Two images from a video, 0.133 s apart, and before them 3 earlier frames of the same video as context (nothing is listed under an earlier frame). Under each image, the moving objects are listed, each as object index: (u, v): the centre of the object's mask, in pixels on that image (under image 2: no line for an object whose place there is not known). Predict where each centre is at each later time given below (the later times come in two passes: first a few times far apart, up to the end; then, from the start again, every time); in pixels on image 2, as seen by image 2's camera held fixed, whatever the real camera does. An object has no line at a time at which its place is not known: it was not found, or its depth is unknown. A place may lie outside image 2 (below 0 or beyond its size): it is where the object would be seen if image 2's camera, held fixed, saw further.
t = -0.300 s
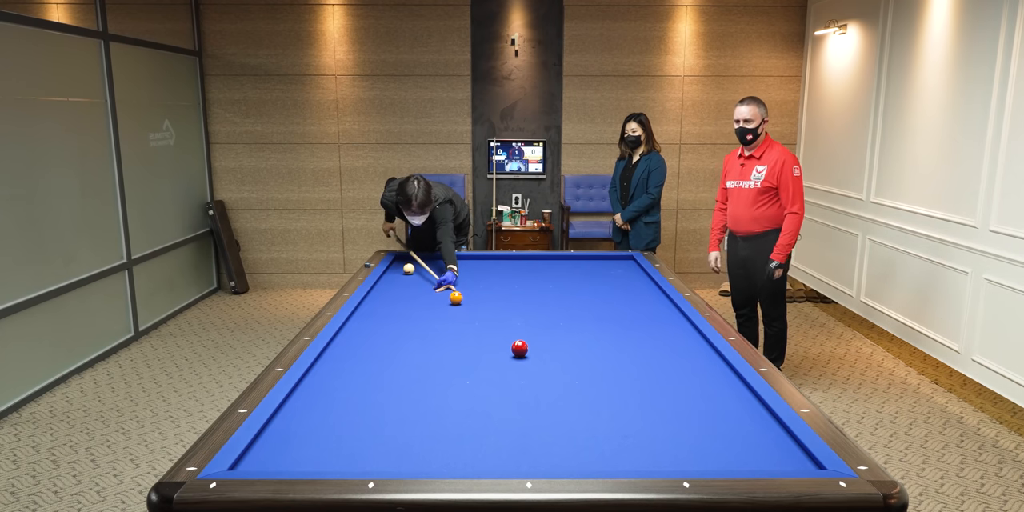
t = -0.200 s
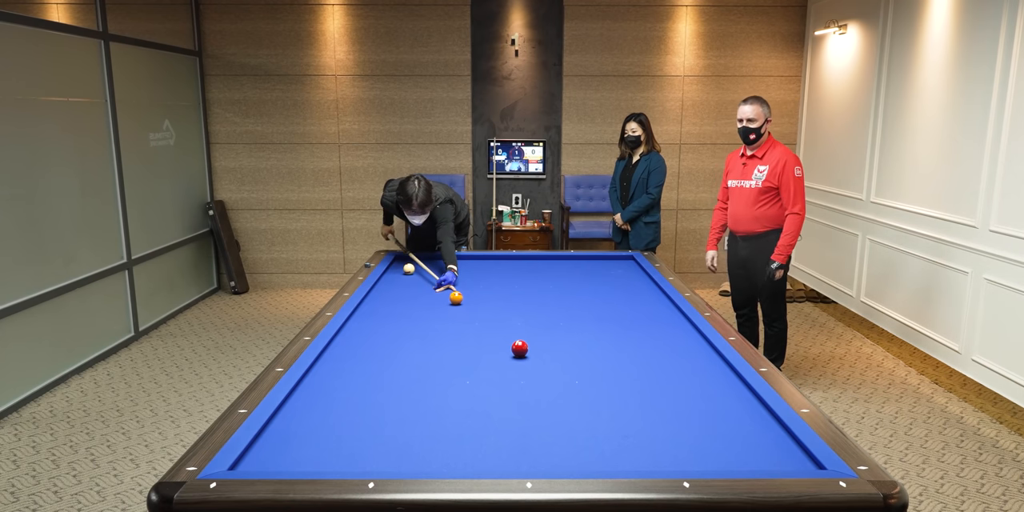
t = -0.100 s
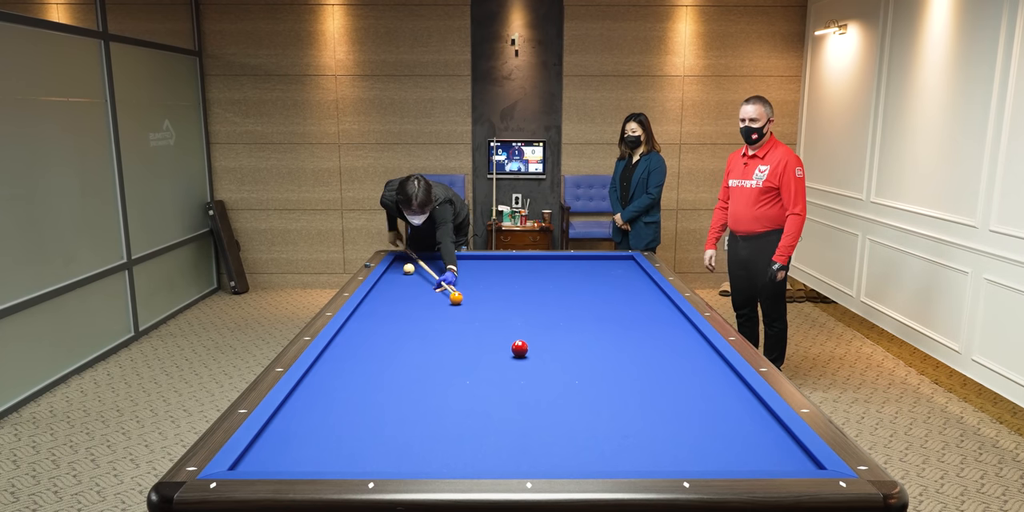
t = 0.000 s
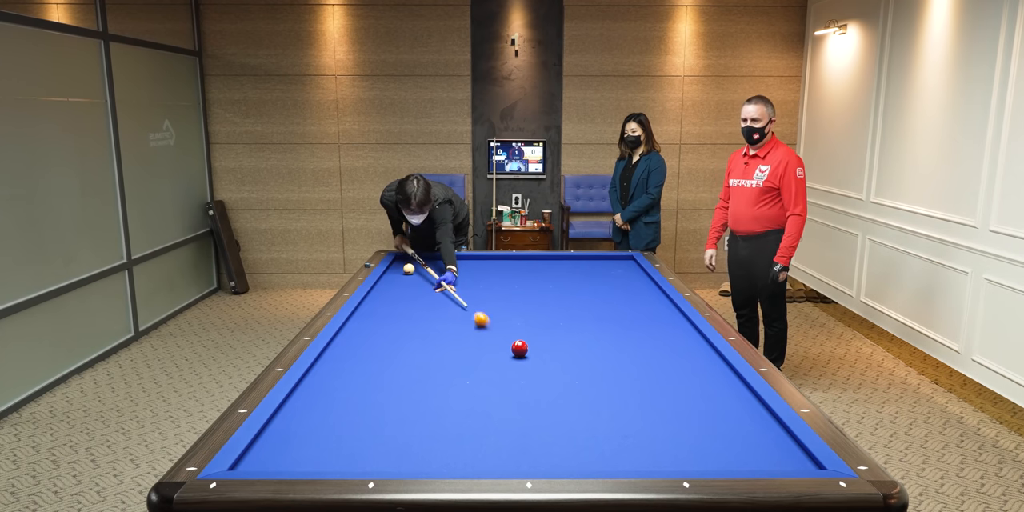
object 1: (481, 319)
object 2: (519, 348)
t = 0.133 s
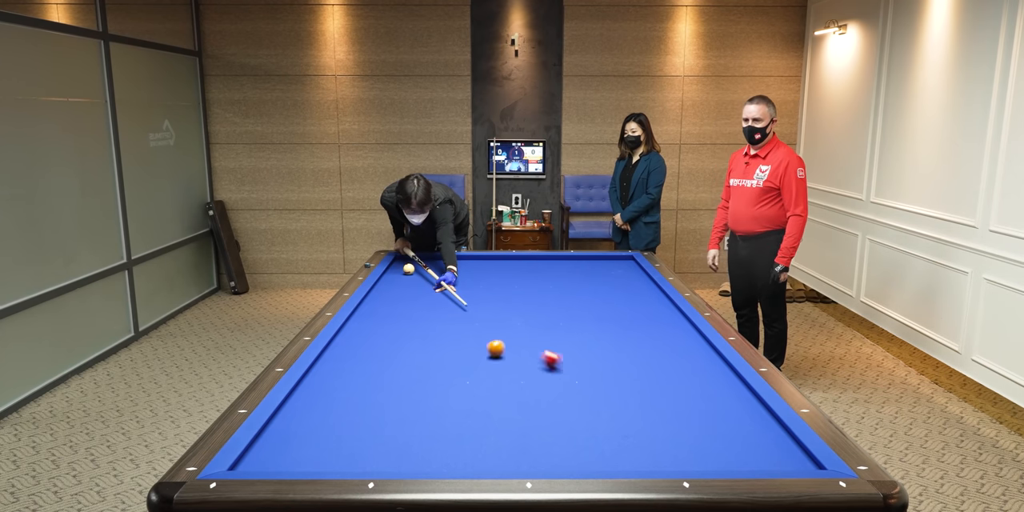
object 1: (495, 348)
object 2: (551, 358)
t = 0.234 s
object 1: (470, 356)
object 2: (625, 386)
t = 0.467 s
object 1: (417, 373)
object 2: (778, 462)
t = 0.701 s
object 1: (360, 389)
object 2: (619, 419)
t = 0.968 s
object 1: (286, 412)
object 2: (506, 385)
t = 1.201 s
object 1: (295, 443)
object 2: (431, 361)
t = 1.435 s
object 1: (325, 458)
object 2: (368, 342)
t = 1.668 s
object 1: (388, 440)
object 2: (373, 325)
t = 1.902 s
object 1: (442, 424)
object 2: (417, 310)
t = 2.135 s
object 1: (490, 410)
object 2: (453, 297)
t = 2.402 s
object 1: (540, 395)
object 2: (489, 284)
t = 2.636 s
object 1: (579, 384)
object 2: (517, 274)
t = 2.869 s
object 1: (614, 373)
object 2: (541, 266)
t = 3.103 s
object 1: (645, 364)
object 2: (562, 259)
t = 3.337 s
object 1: (675, 355)
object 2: (587, 259)
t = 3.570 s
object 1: (701, 347)
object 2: (617, 263)
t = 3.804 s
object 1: (683, 338)
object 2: (632, 268)
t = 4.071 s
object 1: (658, 329)
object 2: (618, 273)
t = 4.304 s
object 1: (637, 322)
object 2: (605, 278)
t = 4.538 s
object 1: (619, 315)
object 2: (593, 283)
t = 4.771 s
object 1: (602, 309)
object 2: (579, 289)
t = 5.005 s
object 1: (586, 303)
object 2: (565, 295)
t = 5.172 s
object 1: (575, 299)
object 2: (554, 299)
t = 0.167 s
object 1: (487, 351)
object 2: (574, 367)
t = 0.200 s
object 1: (478, 354)
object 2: (599, 377)
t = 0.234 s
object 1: (470, 356)
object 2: (625, 386)
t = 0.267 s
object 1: (462, 359)
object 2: (653, 396)
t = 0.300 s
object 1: (454, 361)
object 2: (684, 407)
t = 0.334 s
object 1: (446, 364)
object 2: (715, 419)
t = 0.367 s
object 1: (439, 366)
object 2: (748, 431)
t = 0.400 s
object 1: (432, 368)
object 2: (784, 443)
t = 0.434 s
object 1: (424, 370)
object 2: (792, 456)
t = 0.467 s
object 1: (417, 373)
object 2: (778, 462)
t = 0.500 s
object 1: (409, 375)
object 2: (750, 458)
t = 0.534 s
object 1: (401, 377)
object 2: (725, 450)
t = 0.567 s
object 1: (393, 380)
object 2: (701, 444)
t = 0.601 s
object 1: (385, 381)
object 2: (678, 437)
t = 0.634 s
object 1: (377, 384)
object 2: (657, 431)
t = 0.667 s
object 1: (368, 387)
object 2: (637, 424)
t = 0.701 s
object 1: (360, 389)
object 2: (619, 419)
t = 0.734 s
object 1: (351, 392)
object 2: (602, 414)
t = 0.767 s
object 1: (342, 395)
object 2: (586, 409)
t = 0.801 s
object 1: (333, 397)
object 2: (570, 404)
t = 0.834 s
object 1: (324, 400)
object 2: (556, 401)
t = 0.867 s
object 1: (315, 403)
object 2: (543, 396)
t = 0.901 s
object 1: (306, 406)
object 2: (531, 392)
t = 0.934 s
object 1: (296, 408)
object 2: (518, 388)
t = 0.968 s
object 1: (286, 412)
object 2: (506, 385)
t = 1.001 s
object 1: (285, 416)
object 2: (495, 381)
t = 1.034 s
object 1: (288, 420)
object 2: (483, 378)
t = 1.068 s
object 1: (290, 424)
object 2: (472, 374)
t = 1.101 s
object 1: (292, 429)
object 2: (462, 371)
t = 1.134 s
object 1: (293, 434)
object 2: (451, 368)
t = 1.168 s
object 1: (294, 439)
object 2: (441, 364)
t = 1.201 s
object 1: (295, 443)
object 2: (431, 361)
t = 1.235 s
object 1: (296, 449)
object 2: (421, 358)
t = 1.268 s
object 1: (297, 454)
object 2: (412, 356)
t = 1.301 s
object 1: (299, 458)
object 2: (403, 353)
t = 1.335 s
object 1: (300, 461)
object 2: (394, 350)
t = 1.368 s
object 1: (303, 463)
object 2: (385, 347)
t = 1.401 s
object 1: (315, 461)
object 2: (377, 345)
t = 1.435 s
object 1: (325, 458)
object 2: (368, 342)
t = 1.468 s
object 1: (335, 456)
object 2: (360, 340)
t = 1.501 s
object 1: (344, 451)
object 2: (352, 337)
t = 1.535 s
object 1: (353, 449)
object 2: (344, 334)
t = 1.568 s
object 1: (362, 446)
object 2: (346, 332)
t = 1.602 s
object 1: (371, 444)
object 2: (356, 330)
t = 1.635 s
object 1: (379, 442)
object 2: (365, 327)
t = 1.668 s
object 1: (388, 440)
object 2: (373, 325)
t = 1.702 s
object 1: (396, 437)
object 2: (380, 322)
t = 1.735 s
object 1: (404, 435)
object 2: (387, 320)
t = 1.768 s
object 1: (412, 433)
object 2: (394, 318)
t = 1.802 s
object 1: (419, 431)
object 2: (400, 316)
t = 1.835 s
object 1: (427, 428)
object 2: (405, 314)
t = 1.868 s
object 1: (435, 426)
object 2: (412, 311)
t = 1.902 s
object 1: (442, 424)
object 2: (417, 310)
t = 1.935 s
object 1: (449, 422)
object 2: (423, 307)
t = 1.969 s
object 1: (456, 420)
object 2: (428, 306)
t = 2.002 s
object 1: (463, 418)
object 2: (433, 304)
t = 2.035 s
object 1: (470, 416)
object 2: (438, 302)
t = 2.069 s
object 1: (477, 414)
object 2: (444, 300)
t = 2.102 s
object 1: (484, 412)
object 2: (449, 299)
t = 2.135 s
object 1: (490, 410)
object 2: (453, 297)
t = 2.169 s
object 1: (497, 408)
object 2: (458, 295)
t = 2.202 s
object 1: (503, 406)
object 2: (463, 294)
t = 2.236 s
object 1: (510, 404)
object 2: (468, 292)
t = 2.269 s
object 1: (516, 402)
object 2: (472, 290)
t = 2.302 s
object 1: (522, 401)
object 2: (476, 289)
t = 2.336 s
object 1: (528, 399)
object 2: (481, 287)
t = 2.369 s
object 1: (534, 397)
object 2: (485, 285)
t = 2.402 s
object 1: (540, 395)
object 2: (489, 284)
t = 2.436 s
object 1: (546, 394)
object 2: (494, 282)
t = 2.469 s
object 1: (551, 392)
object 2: (498, 281)
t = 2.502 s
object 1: (557, 390)
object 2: (502, 280)
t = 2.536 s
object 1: (563, 389)
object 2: (506, 278)
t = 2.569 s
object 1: (568, 387)
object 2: (509, 277)
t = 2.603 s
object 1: (573, 385)
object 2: (513, 276)
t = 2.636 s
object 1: (579, 384)
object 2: (517, 274)
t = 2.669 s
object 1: (583, 382)
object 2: (521, 273)
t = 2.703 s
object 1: (589, 381)
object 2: (524, 272)
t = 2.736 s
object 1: (594, 379)
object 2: (527, 270)
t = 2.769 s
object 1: (599, 377)
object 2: (531, 269)
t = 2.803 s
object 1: (604, 376)
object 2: (534, 268)
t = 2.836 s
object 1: (609, 375)
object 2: (537, 267)
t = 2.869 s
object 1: (614, 373)
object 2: (541, 266)
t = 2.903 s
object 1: (618, 372)
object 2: (544, 264)
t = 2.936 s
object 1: (623, 370)
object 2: (547, 264)
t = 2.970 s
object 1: (628, 369)
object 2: (550, 263)
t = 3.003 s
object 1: (632, 368)
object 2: (553, 262)
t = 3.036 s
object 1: (637, 366)
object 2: (556, 261)
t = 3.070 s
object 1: (641, 365)
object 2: (559, 259)
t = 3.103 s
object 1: (645, 364)
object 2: (562, 259)
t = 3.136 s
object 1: (650, 362)
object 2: (565, 258)
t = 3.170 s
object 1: (654, 361)
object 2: (568, 256)
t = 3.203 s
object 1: (658, 360)
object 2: (571, 256)
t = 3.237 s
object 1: (662, 359)
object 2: (575, 257)
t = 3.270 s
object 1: (667, 357)
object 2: (579, 257)
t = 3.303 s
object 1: (671, 356)
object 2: (583, 258)
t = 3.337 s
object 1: (675, 355)
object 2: (587, 259)
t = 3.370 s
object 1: (679, 354)
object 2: (592, 259)
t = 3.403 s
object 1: (682, 352)
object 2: (596, 260)
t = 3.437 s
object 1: (686, 351)
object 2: (600, 261)
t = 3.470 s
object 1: (690, 350)
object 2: (604, 261)
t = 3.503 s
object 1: (694, 349)
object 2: (608, 262)
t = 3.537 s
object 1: (698, 348)
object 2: (612, 263)
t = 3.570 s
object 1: (701, 347)
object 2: (617, 263)
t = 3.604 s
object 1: (705, 346)
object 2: (621, 264)
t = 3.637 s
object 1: (702, 344)
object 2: (625, 265)
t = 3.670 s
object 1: (698, 343)
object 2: (629, 265)
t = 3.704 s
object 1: (694, 342)
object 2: (633, 265)
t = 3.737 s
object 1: (690, 341)
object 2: (636, 267)
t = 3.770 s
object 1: (687, 339)
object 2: (634, 267)
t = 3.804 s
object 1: (683, 338)
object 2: (632, 268)
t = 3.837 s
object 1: (680, 337)
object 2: (630, 269)
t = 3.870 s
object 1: (677, 336)
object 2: (628, 269)
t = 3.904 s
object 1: (674, 335)
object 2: (626, 270)
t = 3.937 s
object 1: (670, 333)
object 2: (625, 271)
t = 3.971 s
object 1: (667, 332)
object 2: (623, 271)
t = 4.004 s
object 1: (664, 331)
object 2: (621, 272)
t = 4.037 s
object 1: (661, 330)
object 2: (620, 273)
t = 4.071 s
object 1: (658, 329)
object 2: (618, 273)
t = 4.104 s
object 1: (655, 328)
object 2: (616, 274)
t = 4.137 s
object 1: (652, 327)
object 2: (614, 275)
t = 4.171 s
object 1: (649, 326)
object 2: (613, 275)
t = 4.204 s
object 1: (646, 325)
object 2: (611, 276)
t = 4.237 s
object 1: (643, 324)
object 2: (609, 277)
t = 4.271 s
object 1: (640, 323)
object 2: (607, 278)
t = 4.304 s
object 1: (637, 322)
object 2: (605, 278)
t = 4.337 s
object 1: (634, 321)
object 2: (604, 279)
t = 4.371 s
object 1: (632, 320)
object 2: (602, 280)
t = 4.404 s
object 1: (629, 319)
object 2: (600, 280)
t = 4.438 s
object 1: (626, 318)
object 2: (598, 281)
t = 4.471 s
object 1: (624, 317)
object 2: (596, 282)
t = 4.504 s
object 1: (621, 316)
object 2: (595, 283)
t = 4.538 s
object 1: (619, 315)
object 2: (593, 283)
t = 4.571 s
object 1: (616, 314)
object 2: (591, 284)
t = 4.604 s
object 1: (614, 313)
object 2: (589, 285)
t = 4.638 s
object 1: (611, 312)
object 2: (587, 286)
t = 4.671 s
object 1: (609, 312)
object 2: (585, 286)
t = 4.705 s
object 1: (606, 311)
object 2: (583, 287)
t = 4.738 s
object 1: (604, 310)
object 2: (581, 288)
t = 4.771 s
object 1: (602, 309)
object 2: (579, 289)
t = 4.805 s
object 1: (599, 308)
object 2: (577, 290)
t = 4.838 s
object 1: (597, 307)
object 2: (575, 290)
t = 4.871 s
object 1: (594, 306)
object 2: (573, 291)
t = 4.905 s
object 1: (592, 305)
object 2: (571, 292)
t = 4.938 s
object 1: (590, 305)
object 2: (569, 293)
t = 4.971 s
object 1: (588, 304)
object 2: (567, 294)
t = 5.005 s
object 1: (586, 303)
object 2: (565, 295)
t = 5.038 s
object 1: (583, 302)
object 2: (563, 295)
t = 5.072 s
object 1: (581, 301)
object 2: (561, 296)
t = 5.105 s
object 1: (579, 301)
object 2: (558, 297)
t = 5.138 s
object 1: (577, 300)
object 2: (557, 298)
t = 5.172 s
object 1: (575, 299)
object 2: (554, 299)
